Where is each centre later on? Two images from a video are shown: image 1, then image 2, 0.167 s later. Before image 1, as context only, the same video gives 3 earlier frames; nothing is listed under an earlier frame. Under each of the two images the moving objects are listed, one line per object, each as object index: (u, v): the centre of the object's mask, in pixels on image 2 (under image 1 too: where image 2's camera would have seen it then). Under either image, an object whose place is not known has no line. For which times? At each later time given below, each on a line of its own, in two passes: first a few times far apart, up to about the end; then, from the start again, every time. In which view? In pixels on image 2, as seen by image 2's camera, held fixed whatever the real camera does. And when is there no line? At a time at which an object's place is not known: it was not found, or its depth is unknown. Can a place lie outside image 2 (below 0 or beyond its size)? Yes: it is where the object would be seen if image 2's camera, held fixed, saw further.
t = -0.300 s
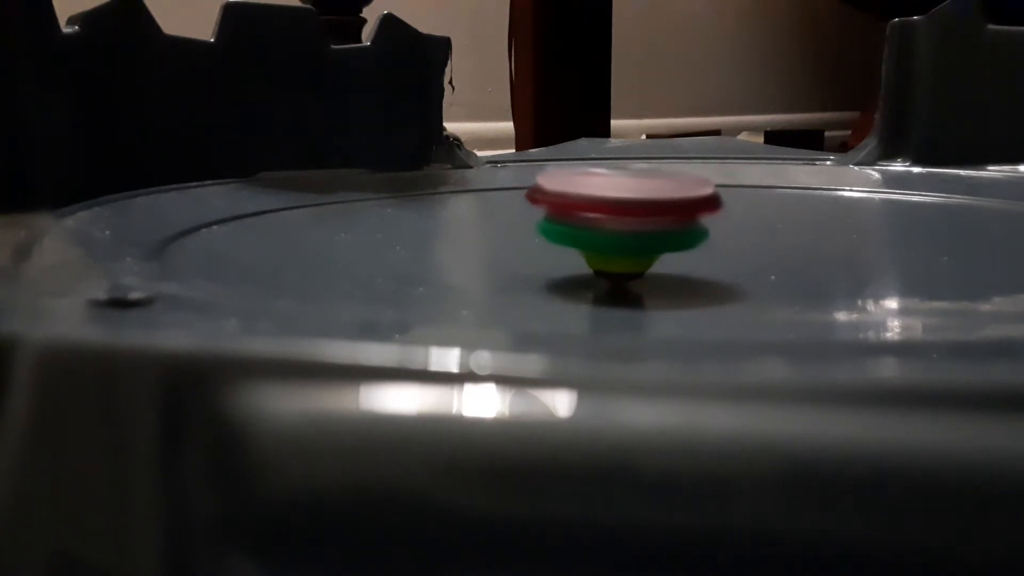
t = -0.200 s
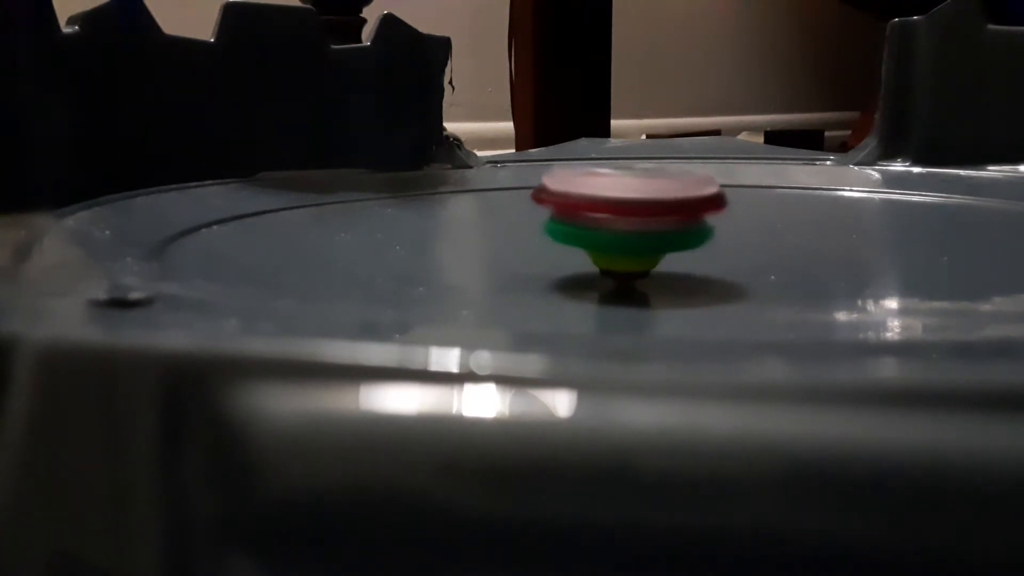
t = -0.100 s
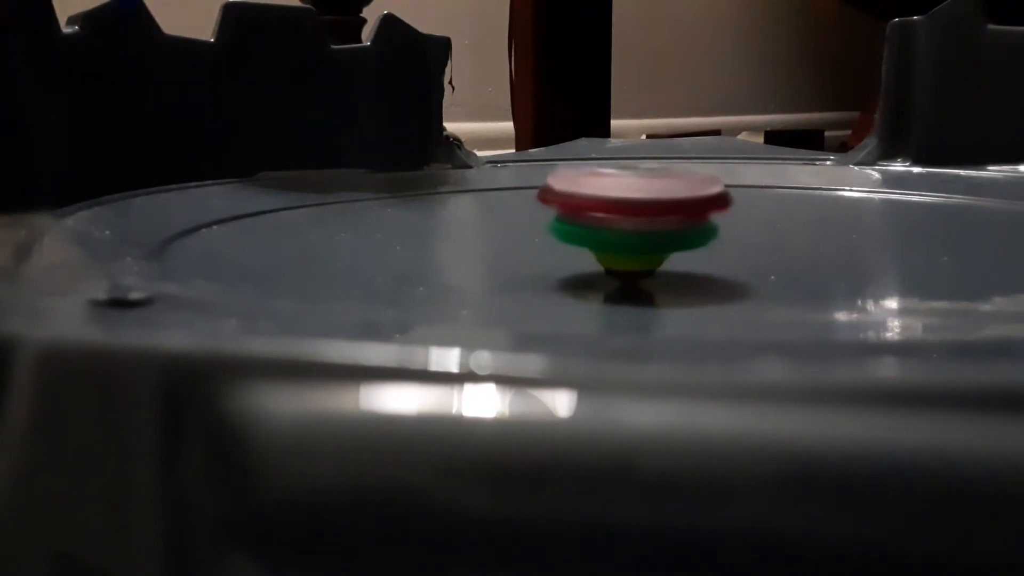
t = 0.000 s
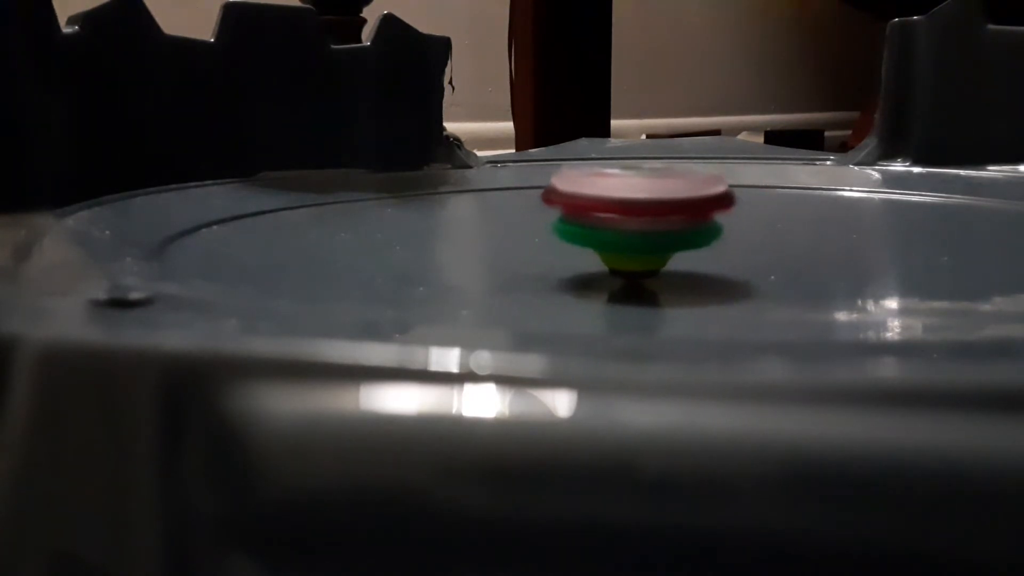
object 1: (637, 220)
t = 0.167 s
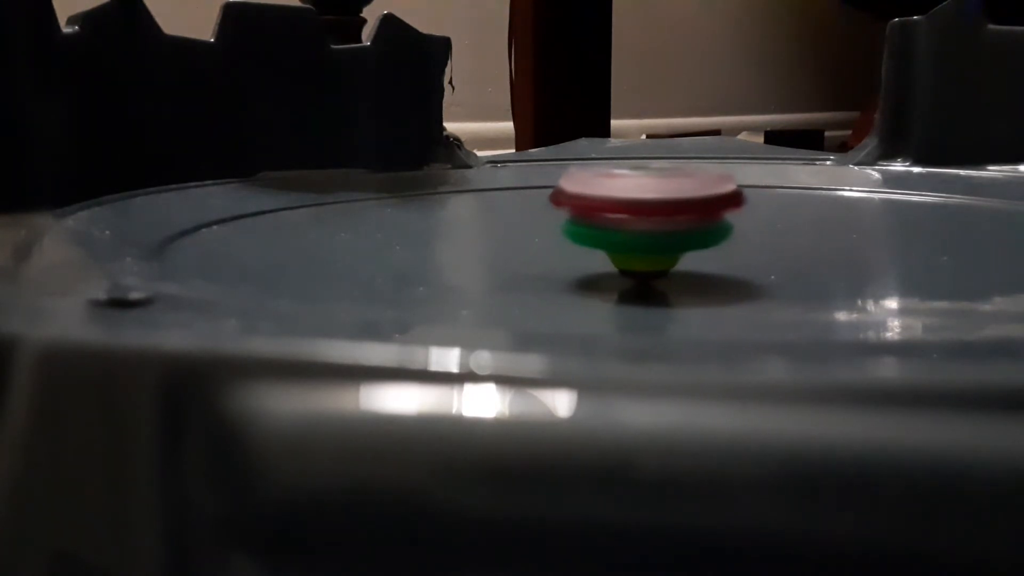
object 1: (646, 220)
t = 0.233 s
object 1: (648, 220)
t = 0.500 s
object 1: (655, 222)
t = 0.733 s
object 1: (648, 224)
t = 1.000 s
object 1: (635, 225)
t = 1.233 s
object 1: (621, 224)
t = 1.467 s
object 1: (611, 224)
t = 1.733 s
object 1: (612, 222)
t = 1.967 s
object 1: (622, 222)
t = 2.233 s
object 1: (638, 222)
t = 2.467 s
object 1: (649, 223)
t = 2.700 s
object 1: (652, 224)
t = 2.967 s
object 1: (642, 225)
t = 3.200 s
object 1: (631, 225)
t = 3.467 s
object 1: (623, 223)
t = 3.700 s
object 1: (623, 222)
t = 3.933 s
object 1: (629, 221)
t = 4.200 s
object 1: (641, 221)
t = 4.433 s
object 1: (647, 222)
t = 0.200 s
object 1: (647, 220)
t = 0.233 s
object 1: (648, 220)
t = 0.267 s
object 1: (649, 220)
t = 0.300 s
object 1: (651, 220)
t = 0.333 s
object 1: (652, 220)
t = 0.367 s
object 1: (653, 221)
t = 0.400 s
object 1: (654, 221)
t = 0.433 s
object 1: (655, 221)
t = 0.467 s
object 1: (655, 222)
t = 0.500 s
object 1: (655, 222)
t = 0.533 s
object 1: (654, 222)
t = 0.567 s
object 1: (653, 223)
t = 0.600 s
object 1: (653, 223)
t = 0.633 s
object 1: (651, 223)
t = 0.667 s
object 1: (651, 223)
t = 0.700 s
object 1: (650, 224)
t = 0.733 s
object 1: (648, 224)
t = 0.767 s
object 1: (647, 224)
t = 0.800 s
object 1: (646, 224)
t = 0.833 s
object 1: (643, 225)
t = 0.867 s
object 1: (641, 225)
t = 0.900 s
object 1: (640, 225)
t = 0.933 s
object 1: (638, 225)
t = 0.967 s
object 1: (636, 225)
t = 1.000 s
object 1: (635, 225)
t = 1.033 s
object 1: (633, 225)
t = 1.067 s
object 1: (631, 225)
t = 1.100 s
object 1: (629, 225)
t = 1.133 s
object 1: (627, 225)
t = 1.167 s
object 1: (625, 224)
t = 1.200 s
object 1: (623, 225)
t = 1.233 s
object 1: (621, 224)
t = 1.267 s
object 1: (619, 224)
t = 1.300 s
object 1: (617, 224)
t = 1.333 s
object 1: (615, 224)
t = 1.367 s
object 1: (613, 224)
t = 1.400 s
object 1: (612, 224)
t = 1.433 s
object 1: (612, 224)
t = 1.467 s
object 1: (611, 224)
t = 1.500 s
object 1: (611, 224)
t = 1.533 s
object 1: (611, 223)
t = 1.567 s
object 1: (610, 223)
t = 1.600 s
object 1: (610, 223)
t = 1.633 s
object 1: (610, 223)
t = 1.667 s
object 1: (611, 222)
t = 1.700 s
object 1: (611, 222)
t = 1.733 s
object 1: (612, 222)
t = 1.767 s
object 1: (613, 222)
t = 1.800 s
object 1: (614, 222)
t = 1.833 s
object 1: (615, 222)
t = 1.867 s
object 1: (616, 221)
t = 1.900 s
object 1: (617, 222)
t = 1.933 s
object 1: (620, 222)
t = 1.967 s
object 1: (622, 222)
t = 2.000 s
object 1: (624, 221)
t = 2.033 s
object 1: (626, 221)
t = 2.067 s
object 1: (627, 221)
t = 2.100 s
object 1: (629, 221)
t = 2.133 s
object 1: (630, 221)
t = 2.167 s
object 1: (633, 221)
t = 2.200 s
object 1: (635, 221)
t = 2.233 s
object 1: (638, 222)
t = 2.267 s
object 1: (640, 222)
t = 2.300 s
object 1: (641, 222)
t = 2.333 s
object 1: (643, 222)
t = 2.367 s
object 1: (645, 223)
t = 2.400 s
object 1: (646, 223)
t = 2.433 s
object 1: (648, 223)
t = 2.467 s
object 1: (649, 223)
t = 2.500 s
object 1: (650, 223)
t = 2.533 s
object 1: (650, 223)
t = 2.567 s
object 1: (651, 224)
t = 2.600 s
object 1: (651, 223)
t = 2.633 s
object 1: (651, 224)
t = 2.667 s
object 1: (652, 224)
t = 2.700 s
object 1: (652, 224)
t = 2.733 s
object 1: (651, 224)
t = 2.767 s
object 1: (651, 224)
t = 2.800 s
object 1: (650, 224)
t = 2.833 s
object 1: (648, 224)
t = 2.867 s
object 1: (647, 225)
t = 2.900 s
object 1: (645, 225)
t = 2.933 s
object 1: (643, 225)
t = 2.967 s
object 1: (642, 225)
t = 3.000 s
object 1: (641, 225)
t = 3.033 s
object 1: (639, 225)
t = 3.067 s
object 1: (638, 225)
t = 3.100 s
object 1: (636, 225)
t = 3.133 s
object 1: (635, 225)
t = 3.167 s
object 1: (633, 225)
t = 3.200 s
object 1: (631, 225)
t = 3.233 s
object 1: (630, 225)
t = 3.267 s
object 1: (628, 224)
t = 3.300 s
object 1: (627, 225)
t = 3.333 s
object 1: (625, 224)
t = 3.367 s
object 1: (625, 224)
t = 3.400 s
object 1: (624, 224)
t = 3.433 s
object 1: (624, 224)
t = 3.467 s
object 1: (623, 223)
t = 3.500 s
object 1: (622, 223)
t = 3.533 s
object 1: (622, 223)
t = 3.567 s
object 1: (622, 223)
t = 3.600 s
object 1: (621, 223)
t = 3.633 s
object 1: (622, 222)
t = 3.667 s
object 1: (622, 222)
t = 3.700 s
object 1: (623, 222)
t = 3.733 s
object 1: (623, 222)
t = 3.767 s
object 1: (624, 221)
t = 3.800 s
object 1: (625, 221)
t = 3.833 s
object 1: (626, 221)
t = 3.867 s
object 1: (627, 221)
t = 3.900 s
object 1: (628, 221)
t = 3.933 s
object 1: (629, 221)
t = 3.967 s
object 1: (631, 221)
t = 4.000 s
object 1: (633, 221)
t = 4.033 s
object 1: (635, 221)
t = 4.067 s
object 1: (636, 221)
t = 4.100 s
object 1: (637, 221)
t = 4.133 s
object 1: (639, 221)
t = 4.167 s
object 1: (640, 221)
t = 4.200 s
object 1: (641, 221)
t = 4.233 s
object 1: (642, 221)
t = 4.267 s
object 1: (644, 221)
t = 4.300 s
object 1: (645, 222)
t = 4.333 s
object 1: (645, 222)
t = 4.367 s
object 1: (646, 222)
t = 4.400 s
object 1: (646, 222)
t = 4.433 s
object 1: (647, 222)
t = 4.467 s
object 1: (647, 223)
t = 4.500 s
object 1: (646, 223)
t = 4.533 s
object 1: (646, 223)
